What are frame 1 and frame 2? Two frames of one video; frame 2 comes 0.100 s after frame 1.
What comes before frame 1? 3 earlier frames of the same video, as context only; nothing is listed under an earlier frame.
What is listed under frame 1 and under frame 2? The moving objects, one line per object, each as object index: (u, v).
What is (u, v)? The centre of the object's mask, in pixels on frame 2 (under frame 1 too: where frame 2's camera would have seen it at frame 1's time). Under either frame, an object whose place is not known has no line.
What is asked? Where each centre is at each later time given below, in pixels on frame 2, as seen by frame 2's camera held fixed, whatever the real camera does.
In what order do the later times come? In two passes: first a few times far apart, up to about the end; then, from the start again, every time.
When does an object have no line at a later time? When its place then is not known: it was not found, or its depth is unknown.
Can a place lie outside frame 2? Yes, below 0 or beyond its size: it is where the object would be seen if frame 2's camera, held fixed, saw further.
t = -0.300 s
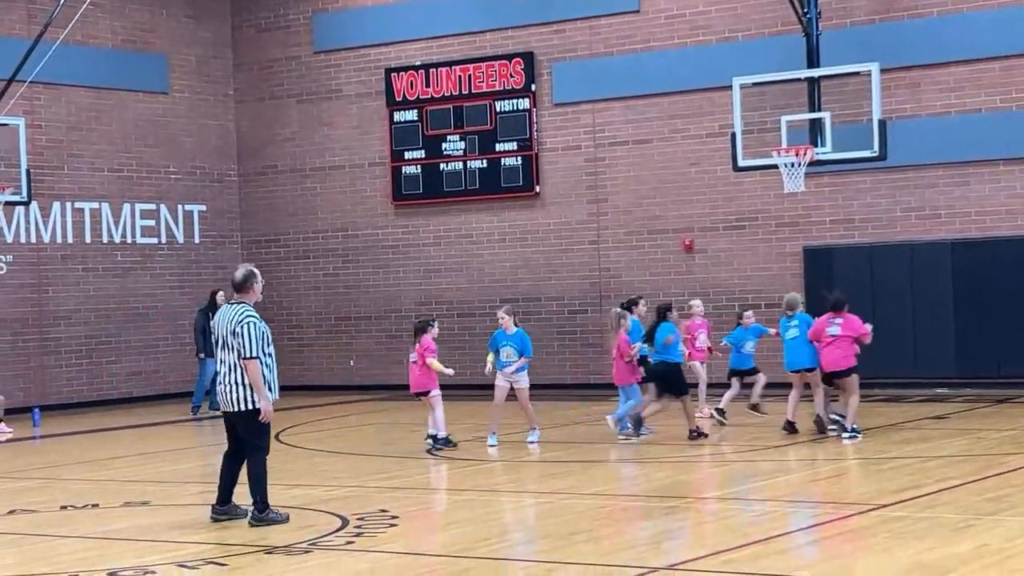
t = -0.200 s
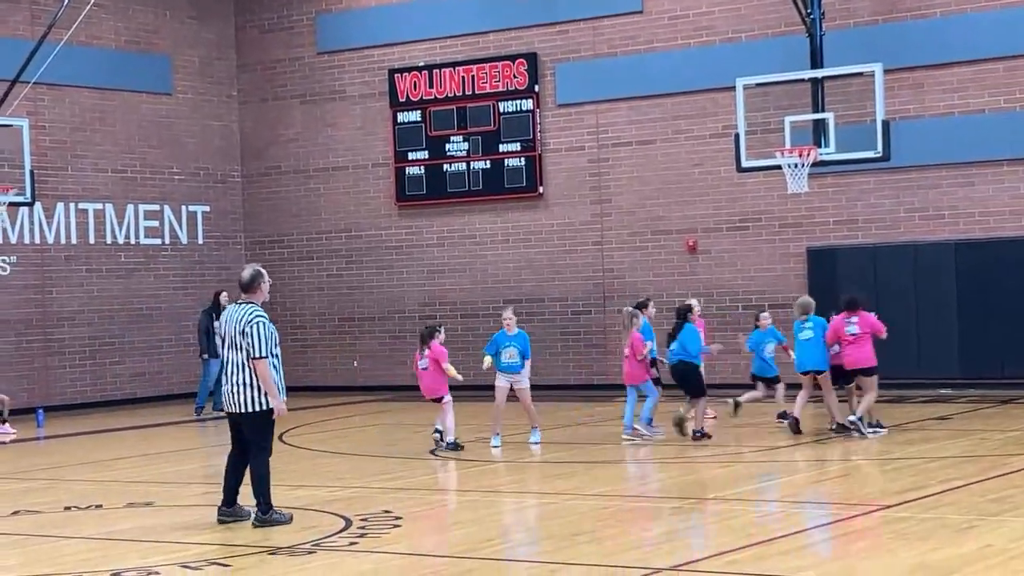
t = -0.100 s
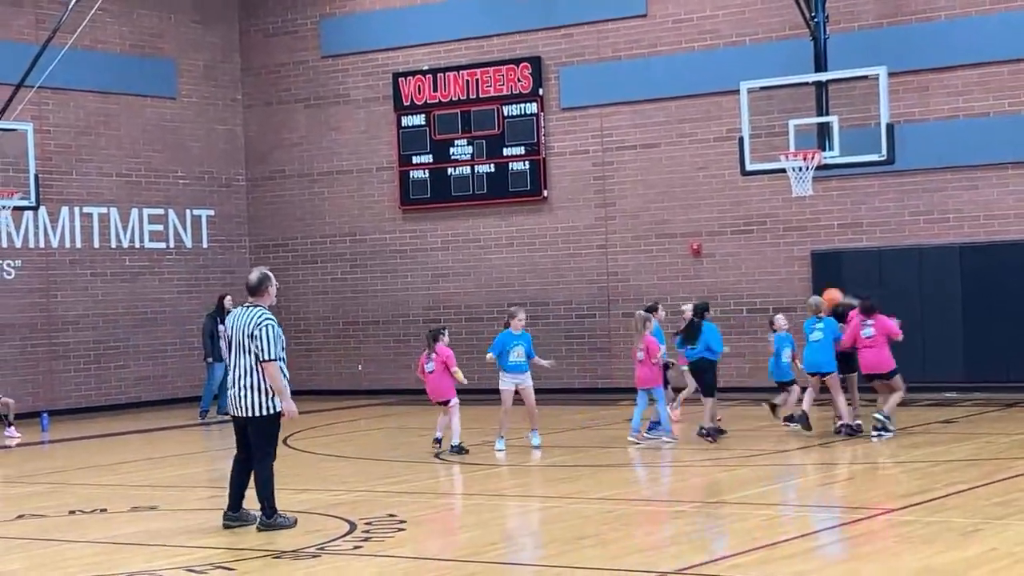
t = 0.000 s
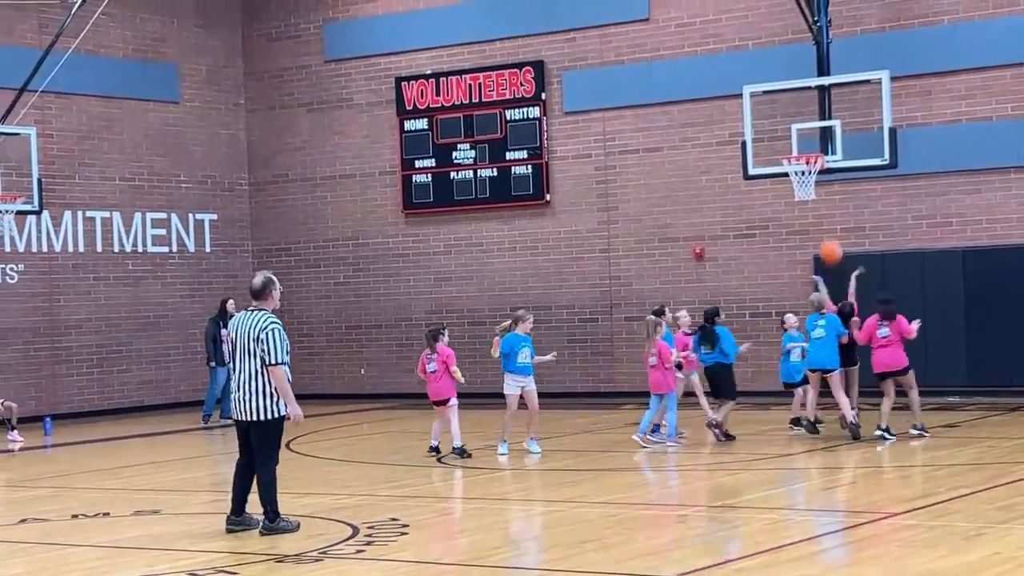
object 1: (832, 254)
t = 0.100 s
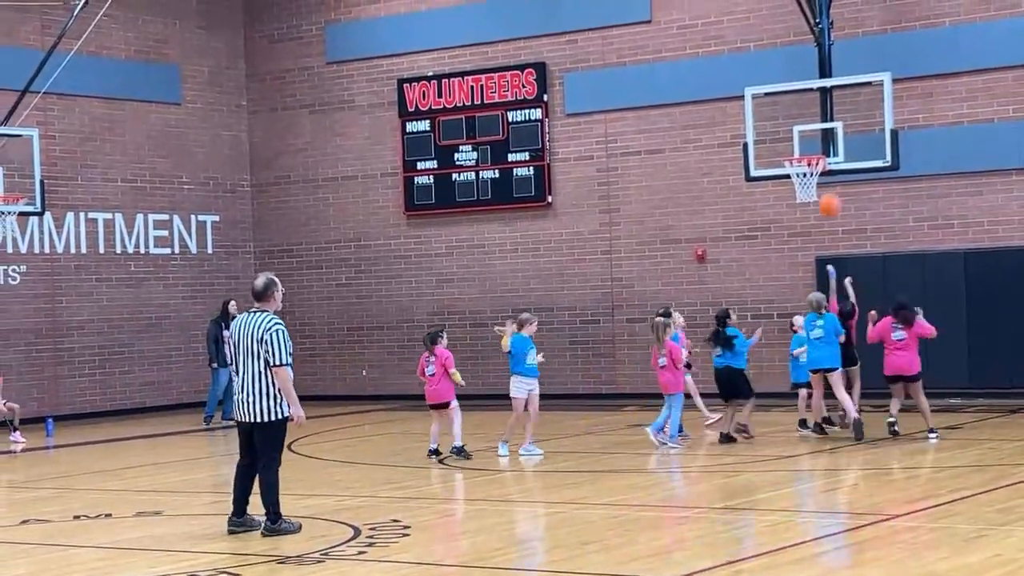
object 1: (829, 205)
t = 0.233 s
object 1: (826, 157)
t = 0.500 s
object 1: (823, 114)
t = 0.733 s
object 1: (821, 129)
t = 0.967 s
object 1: (844, 149)
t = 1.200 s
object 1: (890, 181)
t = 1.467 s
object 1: (946, 278)
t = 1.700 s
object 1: (998, 417)
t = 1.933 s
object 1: (1023, 309)
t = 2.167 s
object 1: (1053, 247)
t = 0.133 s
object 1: (828, 191)
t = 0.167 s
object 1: (828, 179)
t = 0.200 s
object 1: (827, 168)
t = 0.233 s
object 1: (826, 157)
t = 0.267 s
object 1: (826, 148)
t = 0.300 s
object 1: (825, 141)
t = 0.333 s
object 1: (824, 134)
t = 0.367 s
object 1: (824, 128)
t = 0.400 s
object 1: (824, 123)
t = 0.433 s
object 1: (823, 119)
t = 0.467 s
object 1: (823, 116)
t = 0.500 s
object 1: (823, 114)
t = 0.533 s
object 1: (822, 114)
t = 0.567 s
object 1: (822, 114)
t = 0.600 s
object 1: (822, 115)
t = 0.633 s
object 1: (821, 117)
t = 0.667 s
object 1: (821, 120)
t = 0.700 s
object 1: (821, 124)
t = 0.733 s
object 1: (821, 129)
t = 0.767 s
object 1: (820, 135)
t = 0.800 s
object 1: (820, 141)
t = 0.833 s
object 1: (820, 148)
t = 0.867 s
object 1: (824, 150)
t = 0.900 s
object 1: (830, 149)
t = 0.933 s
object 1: (836, 148)
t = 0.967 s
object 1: (844, 149)
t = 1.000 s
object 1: (850, 151)
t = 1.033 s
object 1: (857, 152)
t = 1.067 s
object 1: (863, 156)
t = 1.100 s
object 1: (870, 162)
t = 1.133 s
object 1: (877, 167)
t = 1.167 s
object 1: (884, 174)
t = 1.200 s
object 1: (890, 181)
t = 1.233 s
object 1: (897, 189)
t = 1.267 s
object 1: (904, 199)
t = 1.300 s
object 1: (912, 210)
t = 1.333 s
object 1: (918, 221)
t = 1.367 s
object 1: (925, 234)
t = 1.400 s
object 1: (932, 249)
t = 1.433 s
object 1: (939, 263)
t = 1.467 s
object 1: (946, 278)
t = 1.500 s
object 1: (954, 295)
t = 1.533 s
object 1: (961, 313)
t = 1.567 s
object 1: (969, 332)
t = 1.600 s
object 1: (976, 353)
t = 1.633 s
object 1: (983, 374)
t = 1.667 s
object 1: (990, 395)
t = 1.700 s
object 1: (998, 417)
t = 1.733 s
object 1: (1002, 401)
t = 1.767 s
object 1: (1005, 384)
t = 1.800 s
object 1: (1008, 367)
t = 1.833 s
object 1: (1012, 351)
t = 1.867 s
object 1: (1016, 336)
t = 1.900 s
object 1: (1019, 322)
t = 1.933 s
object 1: (1023, 309)
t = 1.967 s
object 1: (1027, 297)
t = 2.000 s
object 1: (1031, 286)
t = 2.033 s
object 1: (1036, 276)
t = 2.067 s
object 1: (1040, 267)
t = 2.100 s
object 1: (1044, 259)
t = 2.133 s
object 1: (1049, 252)
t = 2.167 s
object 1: (1053, 247)
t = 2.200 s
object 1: (1057, 242)
